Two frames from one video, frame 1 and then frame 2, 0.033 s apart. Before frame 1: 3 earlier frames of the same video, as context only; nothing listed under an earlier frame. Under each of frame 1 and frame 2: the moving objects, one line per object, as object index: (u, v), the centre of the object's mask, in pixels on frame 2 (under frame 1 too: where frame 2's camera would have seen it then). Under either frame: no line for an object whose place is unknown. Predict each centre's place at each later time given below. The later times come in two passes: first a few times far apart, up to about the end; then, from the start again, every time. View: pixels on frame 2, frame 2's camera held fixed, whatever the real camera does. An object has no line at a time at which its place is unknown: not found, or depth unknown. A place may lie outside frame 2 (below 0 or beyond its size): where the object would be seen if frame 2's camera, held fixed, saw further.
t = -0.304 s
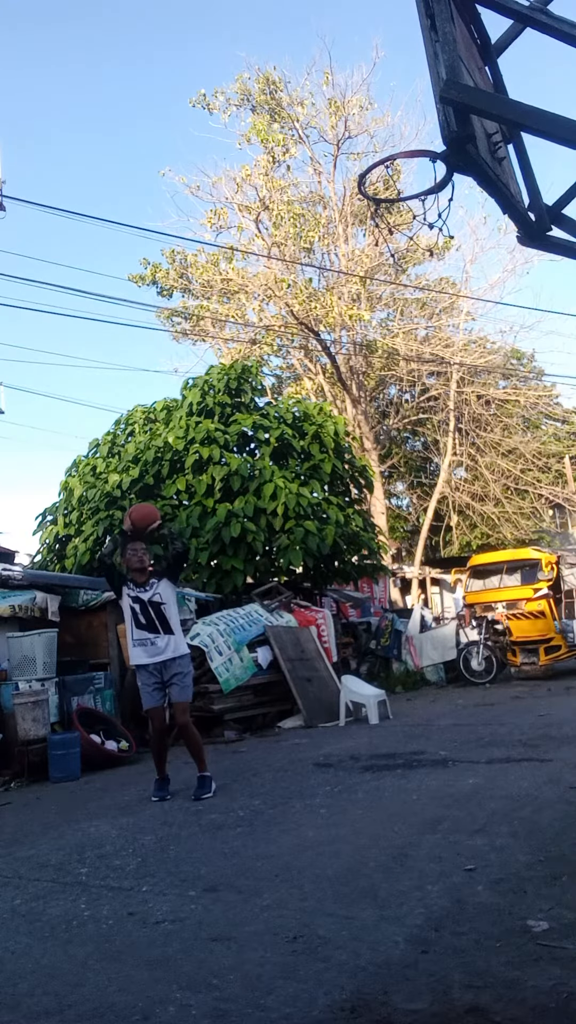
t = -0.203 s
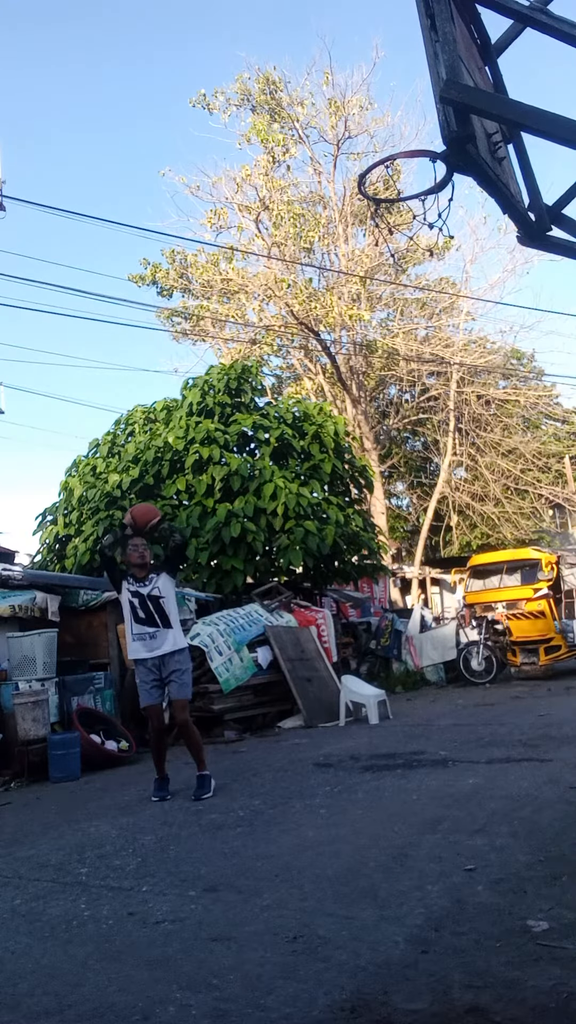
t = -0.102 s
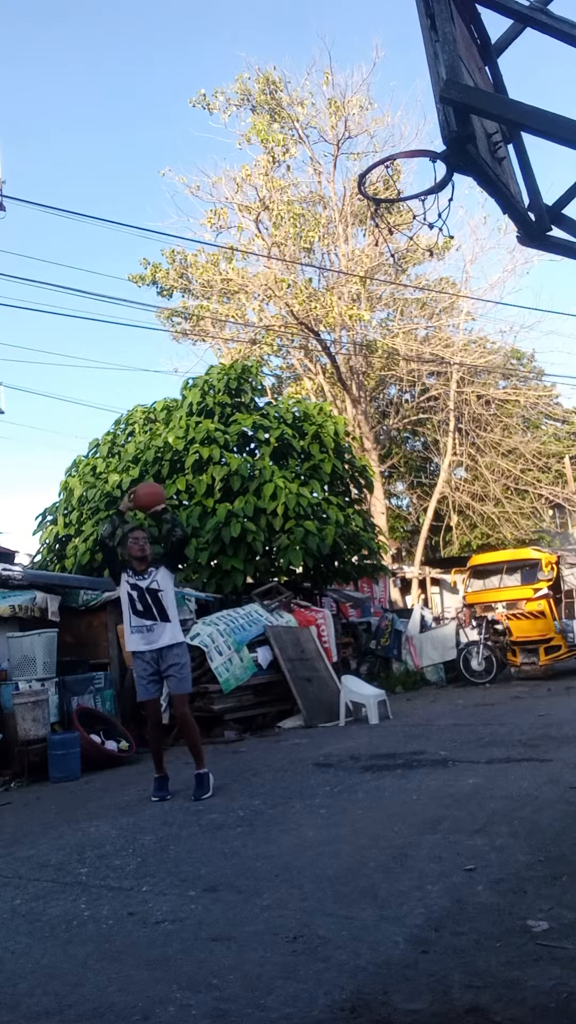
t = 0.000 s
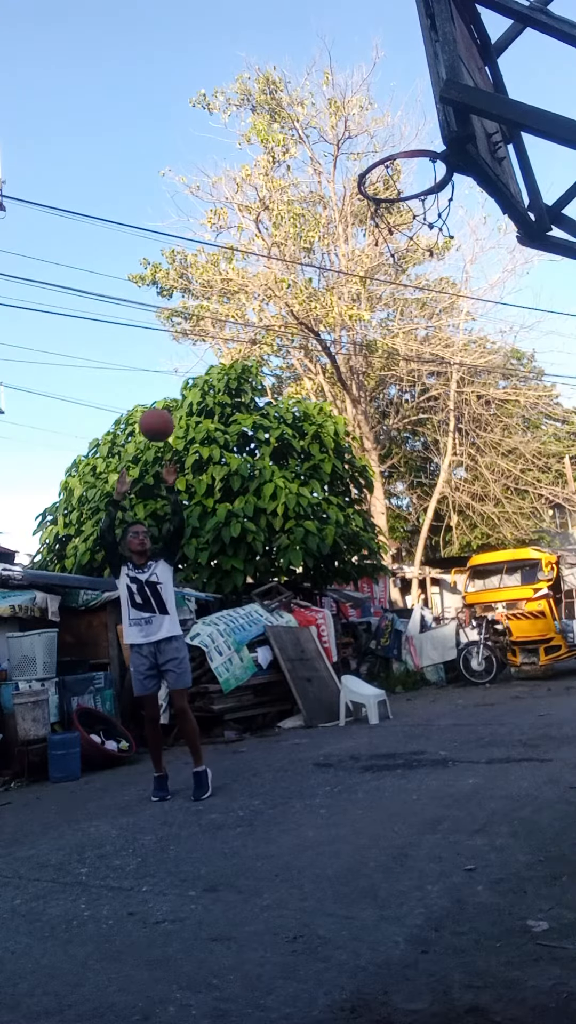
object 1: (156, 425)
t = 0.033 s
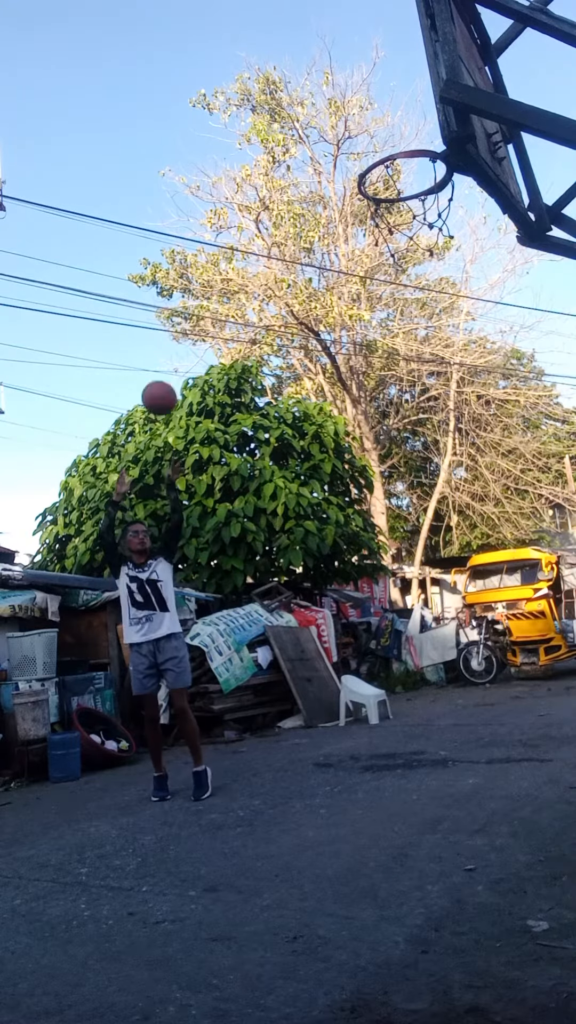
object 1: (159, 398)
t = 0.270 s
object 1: (188, 236)
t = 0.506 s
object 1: (237, 129)
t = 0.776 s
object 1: (339, 113)
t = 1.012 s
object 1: (379, 150)
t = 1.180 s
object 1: (325, 152)
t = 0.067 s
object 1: (162, 372)
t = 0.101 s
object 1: (165, 347)
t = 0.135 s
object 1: (169, 323)
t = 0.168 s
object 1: (173, 300)
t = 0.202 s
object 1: (177, 278)
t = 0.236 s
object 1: (183, 256)
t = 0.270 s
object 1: (188, 236)
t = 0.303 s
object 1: (193, 217)
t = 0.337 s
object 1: (199, 199)
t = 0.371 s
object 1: (206, 183)
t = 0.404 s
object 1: (213, 168)
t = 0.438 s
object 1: (220, 153)
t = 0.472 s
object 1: (228, 141)
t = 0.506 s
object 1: (237, 129)
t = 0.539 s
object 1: (246, 120)
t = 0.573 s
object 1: (257, 112)
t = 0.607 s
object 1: (268, 106)
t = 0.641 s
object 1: (279, 102)
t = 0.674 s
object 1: (292, 101)
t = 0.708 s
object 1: (307, 102)
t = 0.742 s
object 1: (322, 106)
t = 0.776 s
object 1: (339, 113)
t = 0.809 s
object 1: (357, 123)
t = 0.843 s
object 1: (376, 135)
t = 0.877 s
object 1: (398, 155)
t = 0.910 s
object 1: (413, 163)
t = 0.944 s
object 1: (404, 166)
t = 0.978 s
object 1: (391, 159)
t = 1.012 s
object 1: (379, 150)
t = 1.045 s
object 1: (368, 143)
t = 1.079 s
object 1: (356, 139)
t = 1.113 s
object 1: (346, 141)
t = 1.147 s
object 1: (335, 144)
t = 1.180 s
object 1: (325, 152)
